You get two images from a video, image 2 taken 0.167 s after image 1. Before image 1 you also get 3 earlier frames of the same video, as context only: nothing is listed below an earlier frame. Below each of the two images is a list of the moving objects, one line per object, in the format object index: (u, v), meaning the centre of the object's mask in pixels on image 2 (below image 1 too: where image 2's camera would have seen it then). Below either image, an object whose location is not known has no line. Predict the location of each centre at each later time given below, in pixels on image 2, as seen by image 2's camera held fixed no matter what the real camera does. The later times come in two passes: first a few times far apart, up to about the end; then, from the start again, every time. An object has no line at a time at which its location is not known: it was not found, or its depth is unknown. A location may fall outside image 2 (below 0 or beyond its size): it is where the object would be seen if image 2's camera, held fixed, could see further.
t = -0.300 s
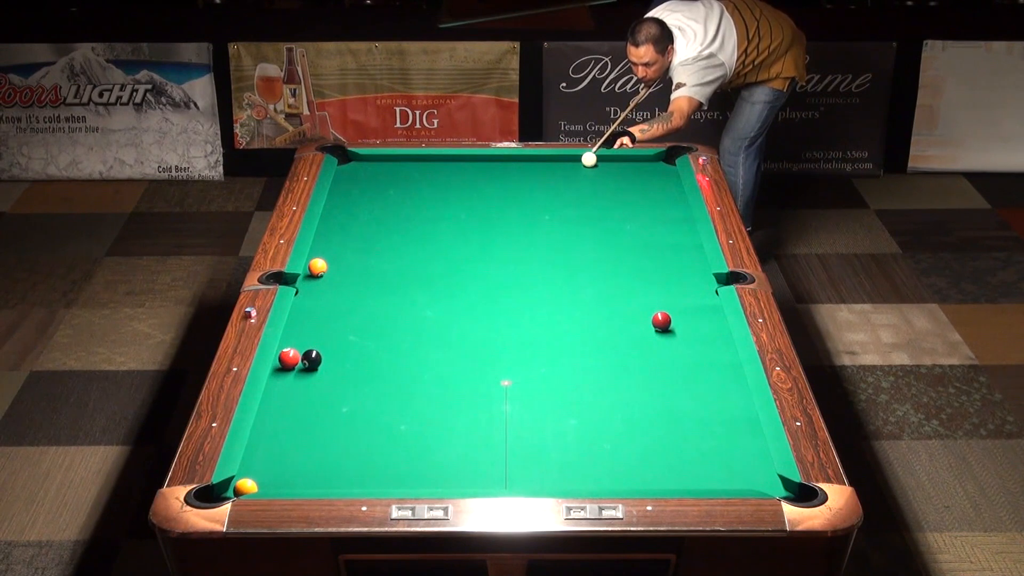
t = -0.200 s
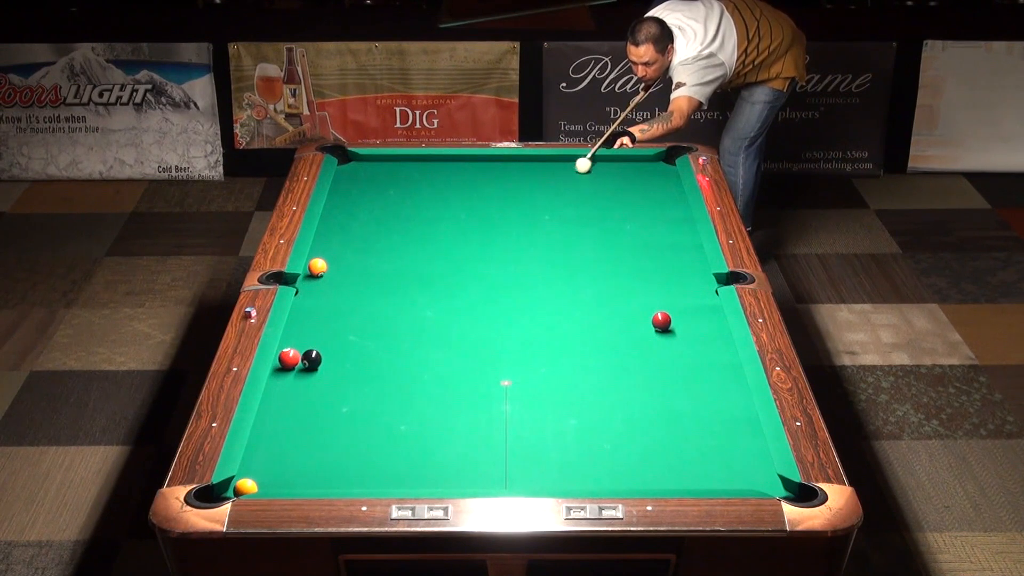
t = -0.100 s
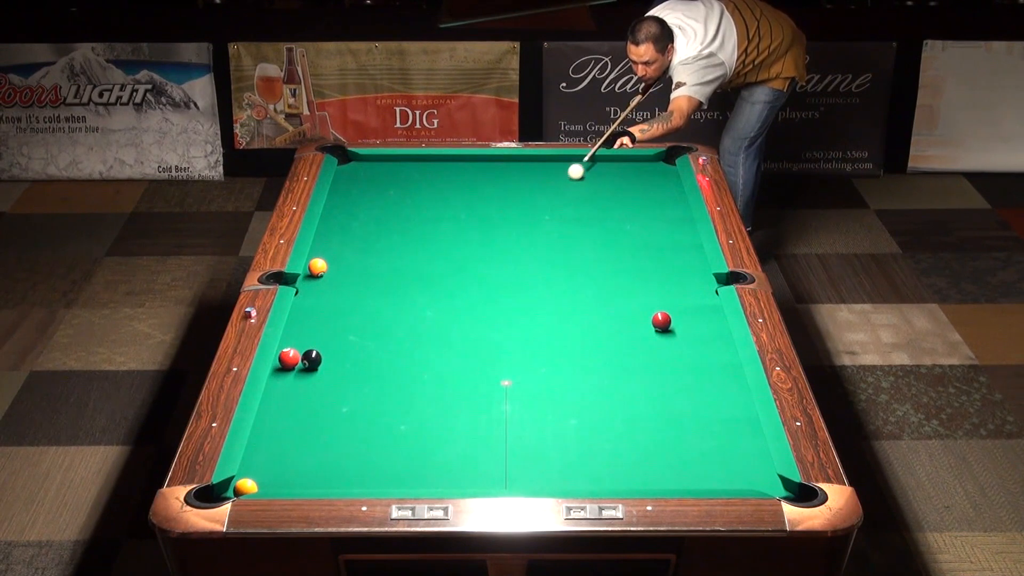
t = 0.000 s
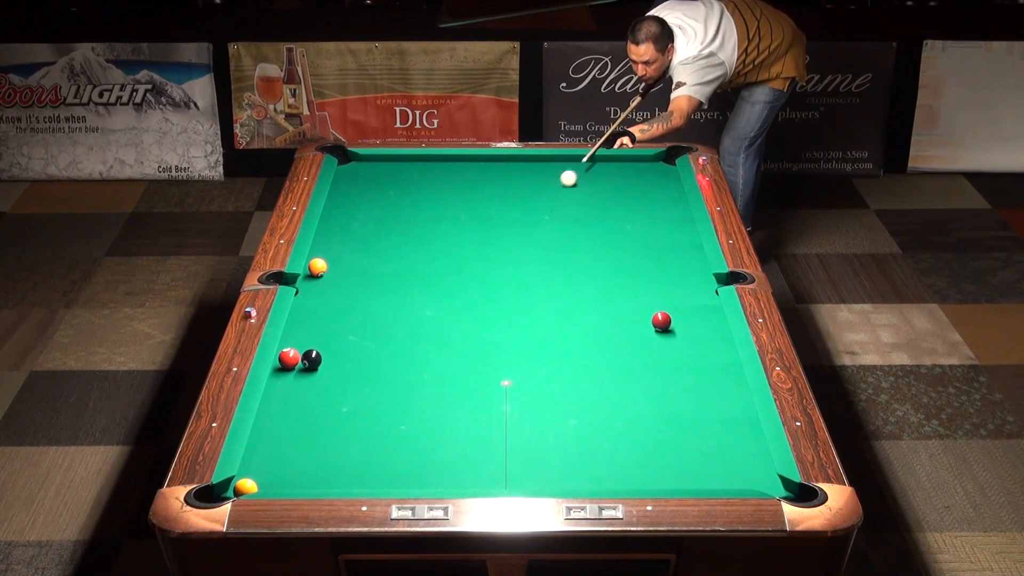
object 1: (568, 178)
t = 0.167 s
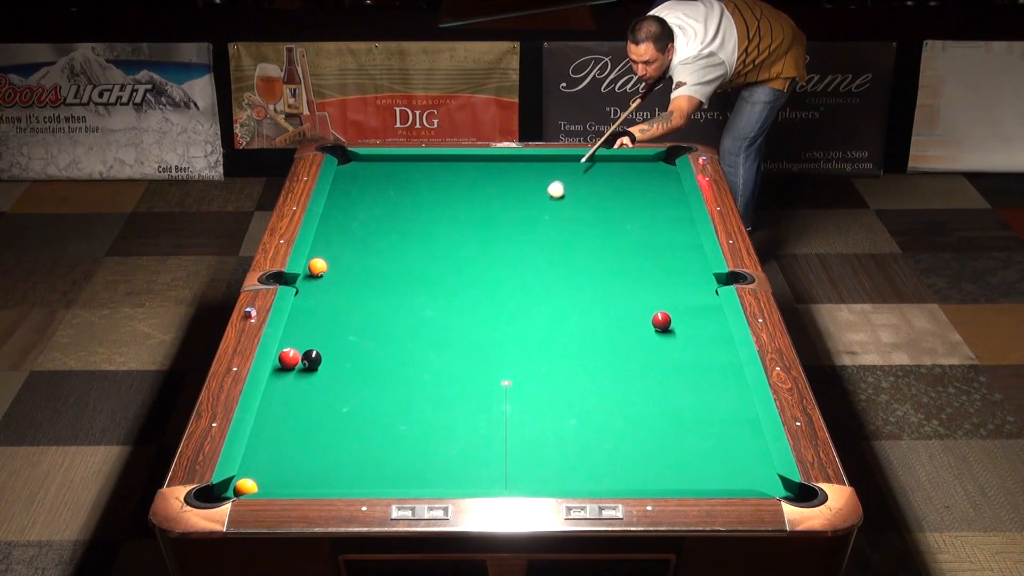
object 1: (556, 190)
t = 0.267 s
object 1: (548, 197)
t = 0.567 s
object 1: (525, 219)
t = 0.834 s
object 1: (503, 240)
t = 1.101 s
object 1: (480, 261)
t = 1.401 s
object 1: (453, 286)
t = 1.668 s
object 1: (428, 310)
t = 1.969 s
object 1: (399, 337)
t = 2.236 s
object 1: (372, 363)
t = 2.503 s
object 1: (344, 389)
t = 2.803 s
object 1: (310, 421)
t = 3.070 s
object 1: (279, 451)
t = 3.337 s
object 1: (248, 475)
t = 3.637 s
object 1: (248, 484)
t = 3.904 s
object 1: (250, 487)
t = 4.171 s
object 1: (246, 487)
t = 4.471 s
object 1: (244, 487)
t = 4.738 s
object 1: (244, 487)
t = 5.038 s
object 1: (244, 487)
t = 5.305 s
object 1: (244, 487)
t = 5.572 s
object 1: (244, 487)
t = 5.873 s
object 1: (244, 487)
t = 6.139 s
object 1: (244, 487)
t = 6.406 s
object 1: (244, 487)
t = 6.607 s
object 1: (244, 487)
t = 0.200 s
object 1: (554, 192)
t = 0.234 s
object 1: (551, 195)
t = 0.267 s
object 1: (548, 197)
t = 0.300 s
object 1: (546, 200)
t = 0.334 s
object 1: (543, 202)
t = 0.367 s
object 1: (541, 204)
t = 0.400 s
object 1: (538, 207)
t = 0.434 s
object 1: (535, 209)
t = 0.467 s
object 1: (533, 212)
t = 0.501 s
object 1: (530, 214)
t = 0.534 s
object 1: (527, 217)
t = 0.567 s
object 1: (525, 219)
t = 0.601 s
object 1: (522, 222)
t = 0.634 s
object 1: (519, 224)
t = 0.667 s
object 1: (516, 227)
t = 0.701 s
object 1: (514, 229)
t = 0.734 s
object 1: (511, 232)
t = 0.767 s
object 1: (508, 234)
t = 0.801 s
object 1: (506, 237)
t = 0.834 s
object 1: (503, 240)
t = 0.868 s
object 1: (500, 242)
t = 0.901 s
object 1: (497, 245)
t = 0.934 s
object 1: (494, 248)
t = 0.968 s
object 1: (491, 250)
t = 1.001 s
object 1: (489, 253)
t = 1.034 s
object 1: (486, 256)
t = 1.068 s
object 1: (483, 258)
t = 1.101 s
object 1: (480, 261)
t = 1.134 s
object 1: (477, 264)
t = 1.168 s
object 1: (474, 267)
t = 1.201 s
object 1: (471, 269)
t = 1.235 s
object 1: (468, 272)
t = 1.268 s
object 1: (465, 275)
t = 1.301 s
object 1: (462, 278)
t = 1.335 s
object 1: (459, 281)
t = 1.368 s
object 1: (456, 283)
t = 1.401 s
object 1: (453, 286)
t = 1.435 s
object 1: (450, 289)
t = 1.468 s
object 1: (447, 292)
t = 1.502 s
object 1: (444, 295)
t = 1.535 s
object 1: (441, 298)
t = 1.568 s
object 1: (438, 301)
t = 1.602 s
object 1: (435, 304)
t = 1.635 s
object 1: (432, 307)
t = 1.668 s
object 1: (428, 310)
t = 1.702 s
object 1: (425, 313)
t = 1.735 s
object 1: (422, 316)
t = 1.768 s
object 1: (419, 319)
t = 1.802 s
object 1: (416, 322)
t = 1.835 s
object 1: (412, 325)
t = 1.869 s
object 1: (409, 328)
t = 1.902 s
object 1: (406, 331)
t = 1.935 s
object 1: (403, 334)
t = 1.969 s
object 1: (399, 337)
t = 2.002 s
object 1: (396, 340)
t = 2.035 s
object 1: (393, 343)
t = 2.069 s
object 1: (389, 347)
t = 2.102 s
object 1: (386, 350)
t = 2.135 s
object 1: (382, 353)
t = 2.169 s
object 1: (379, 356)
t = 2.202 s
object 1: (375, 359)
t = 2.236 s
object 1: (372, 363)
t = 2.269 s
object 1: (369, 366)
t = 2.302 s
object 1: (365, 369)
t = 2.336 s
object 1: (362, 373)
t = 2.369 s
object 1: (358, 376)
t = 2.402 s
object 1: (355, 379)
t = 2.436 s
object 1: (351, 383)
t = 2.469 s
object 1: (347, 386)
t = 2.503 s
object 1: (344, 389)
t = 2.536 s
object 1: (340, 393)
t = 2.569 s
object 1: (337, 396)
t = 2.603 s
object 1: (333, 400)
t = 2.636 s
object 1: (329, 404)
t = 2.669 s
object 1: (325, 407)
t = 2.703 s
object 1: (322, 410)
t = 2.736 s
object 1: (317, 415)
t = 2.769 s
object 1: (314, 418)
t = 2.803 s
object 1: (310, 421)
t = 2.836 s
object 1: (306, 425)
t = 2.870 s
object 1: (302, 428)
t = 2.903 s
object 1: (299, 432)
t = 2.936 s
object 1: (295, 436)
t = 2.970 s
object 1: (291, 439)
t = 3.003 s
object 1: (287, 443)
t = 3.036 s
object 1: (283, 447)
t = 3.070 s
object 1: (279, 451)
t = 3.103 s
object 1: (275, 454)
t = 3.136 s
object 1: (271, 457)
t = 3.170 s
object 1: (267, 462)
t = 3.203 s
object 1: (263, 466)
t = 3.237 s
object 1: (259, 469)
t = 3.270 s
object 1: (256, 471)
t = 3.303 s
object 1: (252, 473)
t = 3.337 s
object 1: (248, 475)
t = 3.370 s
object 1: (248, 476)
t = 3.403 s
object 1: (248, 478)
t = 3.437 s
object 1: (248, 480)
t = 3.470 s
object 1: (248, 482)
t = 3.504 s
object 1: (248, 482)
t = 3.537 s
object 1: (248, 482)
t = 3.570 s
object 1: (248, 483)
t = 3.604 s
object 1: (248, 483)
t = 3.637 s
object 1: (248, 484)
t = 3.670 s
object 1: (249, 484)
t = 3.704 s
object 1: (249, 485)
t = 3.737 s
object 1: (249, 485)
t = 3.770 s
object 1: (249, 485)
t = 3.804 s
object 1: (249, 486)
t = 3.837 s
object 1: (249, 486)
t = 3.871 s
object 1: (250, 486)
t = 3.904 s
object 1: (250, 487)
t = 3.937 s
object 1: (249, 487)
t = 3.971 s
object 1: (249, 487)
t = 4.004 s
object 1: (248, 487)
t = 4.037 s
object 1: (248, 487)
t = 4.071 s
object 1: (247, 487)
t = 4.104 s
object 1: (247, 487)
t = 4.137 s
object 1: (246, 487)
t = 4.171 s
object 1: (246, 487)
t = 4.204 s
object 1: (245, 487)
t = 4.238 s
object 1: (245, 487)
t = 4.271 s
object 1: (245, 487)
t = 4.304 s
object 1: (244, 487)
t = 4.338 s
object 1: (244, 487)
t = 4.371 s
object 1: (244, 487)
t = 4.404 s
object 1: (244, 487)
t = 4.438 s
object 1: (244, 487)
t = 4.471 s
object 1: (244, 487)
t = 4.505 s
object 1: (244, 487)
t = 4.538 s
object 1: (244, 487)
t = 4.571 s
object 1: (244, 487)
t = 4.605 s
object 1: (244, 487)
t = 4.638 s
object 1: (244, 487)
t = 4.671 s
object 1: (244, 487)
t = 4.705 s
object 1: (244, 487)
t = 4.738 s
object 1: (244, 487)
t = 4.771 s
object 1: (244, 487)
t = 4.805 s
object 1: (244, 487)
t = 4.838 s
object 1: (244, 487)
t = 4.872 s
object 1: (244, 487)
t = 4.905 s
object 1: (244, 487)
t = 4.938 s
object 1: (244, 487)
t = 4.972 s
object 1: (244, 487)
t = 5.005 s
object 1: (244, 487)
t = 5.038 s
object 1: (244, 487)
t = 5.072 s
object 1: (244, 487)
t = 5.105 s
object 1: (244, 487)
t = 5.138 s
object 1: (244, 487)
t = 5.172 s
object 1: (244, 487)
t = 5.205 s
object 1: (244, 487)
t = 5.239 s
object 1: (244, 487)
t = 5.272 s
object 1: (244, 487)
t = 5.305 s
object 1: (244, 487)
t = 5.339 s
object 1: (244, 487)
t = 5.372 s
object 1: (244, 487)
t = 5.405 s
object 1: (244, 487)
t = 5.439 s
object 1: (244, 487)
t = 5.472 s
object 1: (244, 487)
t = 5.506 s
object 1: (244, 487)
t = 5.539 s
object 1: (244, 487)
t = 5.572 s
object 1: (244, 487)
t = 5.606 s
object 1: (244, 487)
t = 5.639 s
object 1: (244, 487)
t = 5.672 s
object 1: (244, 487)
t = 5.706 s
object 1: (244, 487)
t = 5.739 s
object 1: (244, 487)
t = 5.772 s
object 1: (244, 487)
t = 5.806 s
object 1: (244, 487)
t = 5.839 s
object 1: (244, 487)
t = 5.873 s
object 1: (244, 487)
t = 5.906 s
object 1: (244, 487)
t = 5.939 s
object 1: (244, 487)
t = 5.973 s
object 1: (244, 487)
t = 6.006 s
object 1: (244, 487)
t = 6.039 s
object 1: (244, 487)
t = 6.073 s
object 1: (244, 487)
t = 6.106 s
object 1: (244, 487)
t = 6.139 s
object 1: (244, 487)
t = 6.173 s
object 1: (244, 487)
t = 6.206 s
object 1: (244, 487)
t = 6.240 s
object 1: (244, 487)
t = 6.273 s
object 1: (244, 487)
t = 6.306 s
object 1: (244, 487)
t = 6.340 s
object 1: (244, 487)
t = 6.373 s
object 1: (244, 487)
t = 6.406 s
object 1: (244, 487)
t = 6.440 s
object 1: (244, 487)
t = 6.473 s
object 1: (244, 487)
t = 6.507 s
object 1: (244, 487)
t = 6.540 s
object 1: (244, 487)
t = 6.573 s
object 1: (244, 487)
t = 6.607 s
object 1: (244, 487)
